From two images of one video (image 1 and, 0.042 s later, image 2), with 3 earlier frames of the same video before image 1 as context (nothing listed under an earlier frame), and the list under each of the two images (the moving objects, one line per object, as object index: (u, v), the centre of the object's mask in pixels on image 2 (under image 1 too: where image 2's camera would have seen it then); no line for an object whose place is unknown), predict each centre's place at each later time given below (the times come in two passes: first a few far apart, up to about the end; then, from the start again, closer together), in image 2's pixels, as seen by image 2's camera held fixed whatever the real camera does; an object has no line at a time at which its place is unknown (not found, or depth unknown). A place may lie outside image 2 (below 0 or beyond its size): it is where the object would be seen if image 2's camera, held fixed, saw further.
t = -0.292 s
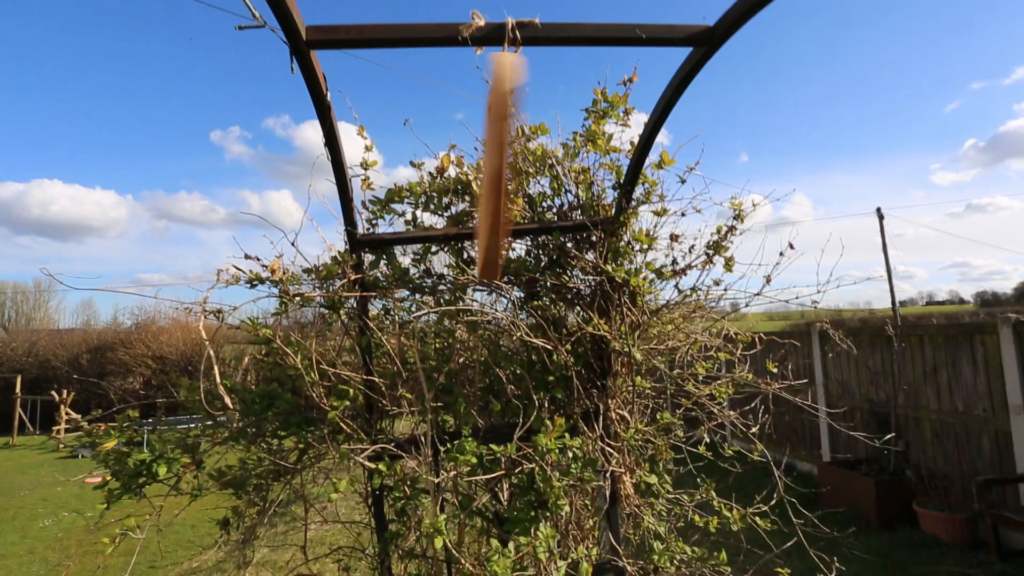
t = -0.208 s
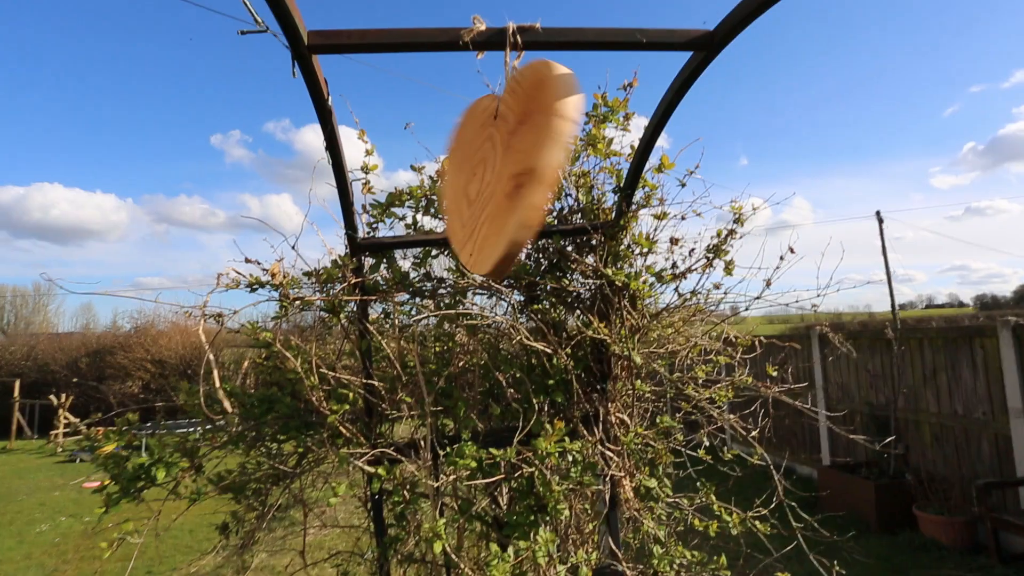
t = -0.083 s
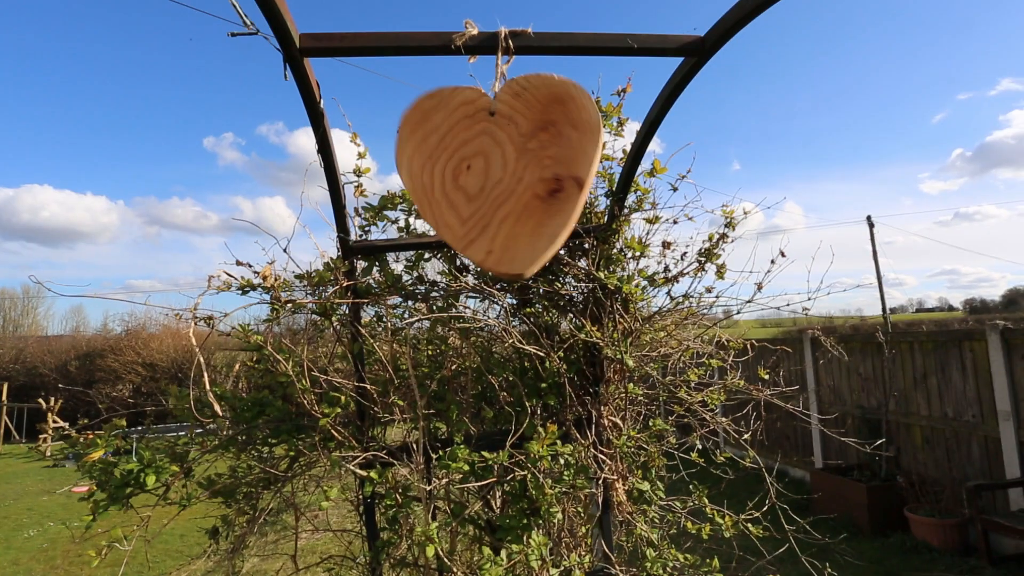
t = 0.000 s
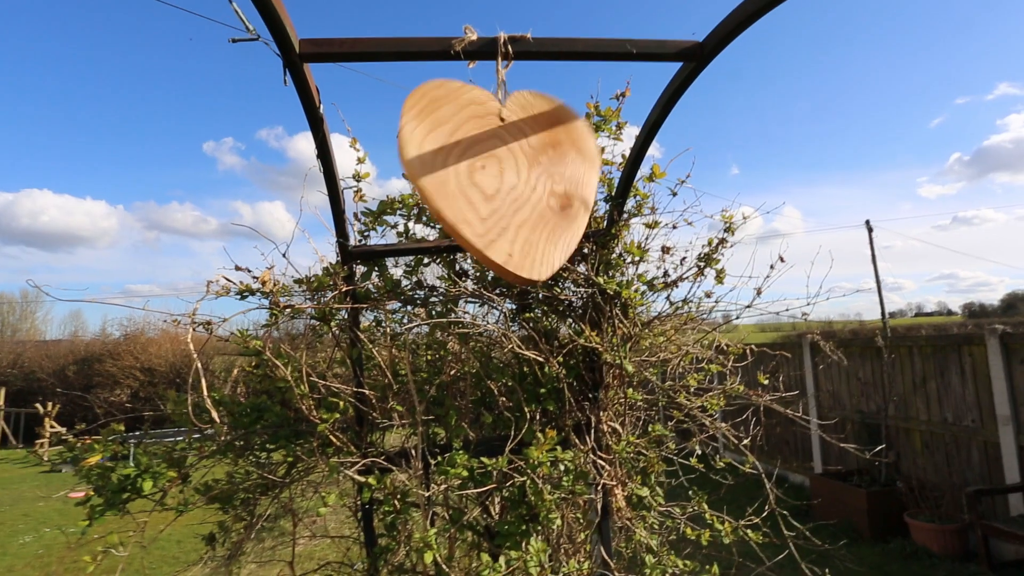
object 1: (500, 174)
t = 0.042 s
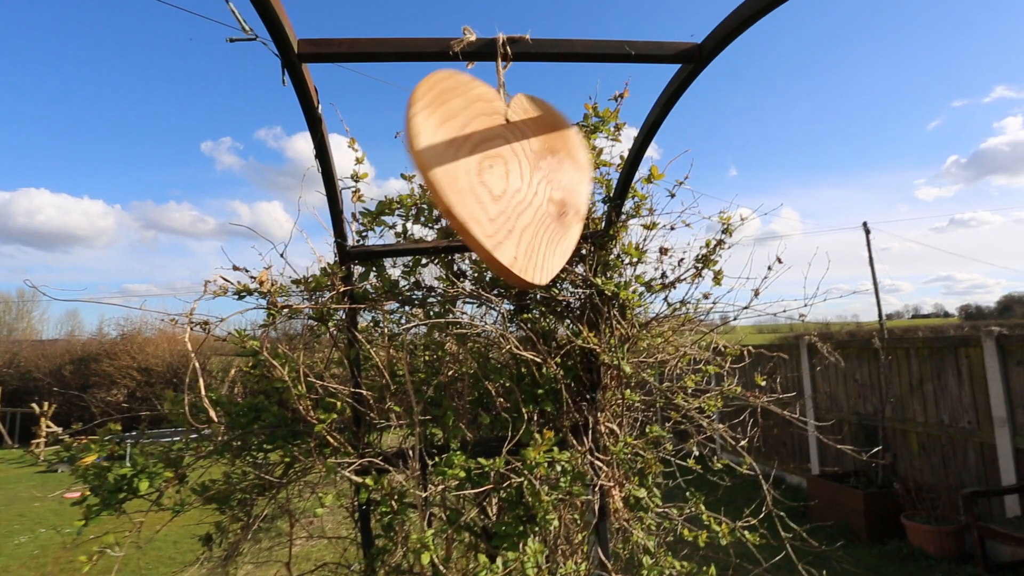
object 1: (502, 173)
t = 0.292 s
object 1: (510, 176)
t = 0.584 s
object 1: (483, 178)
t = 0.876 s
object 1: (512, 172)
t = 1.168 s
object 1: (498, 182)
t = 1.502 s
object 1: (484, 170)
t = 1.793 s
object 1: (510, 173)
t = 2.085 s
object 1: (499, 175)
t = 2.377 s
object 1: (508, 172)
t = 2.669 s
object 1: (515, 176)
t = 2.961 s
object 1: (497, 176)
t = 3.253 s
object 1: (510, 170)
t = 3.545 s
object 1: (512, 171)
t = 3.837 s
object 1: (477, 173)
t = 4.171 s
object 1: (499, 177)
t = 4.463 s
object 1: (513, 180)
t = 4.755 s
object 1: (485, 178)
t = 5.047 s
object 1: (495, 178)
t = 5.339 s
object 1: (513, 179)
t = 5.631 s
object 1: (485, 175)
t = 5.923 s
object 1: (494, 179)
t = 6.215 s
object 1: (517, 179)
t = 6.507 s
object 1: (479, 180)
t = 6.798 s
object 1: (501, 181)
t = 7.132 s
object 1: (503, 179)
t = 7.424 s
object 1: (490, 184)
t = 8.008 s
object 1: (503, 183)
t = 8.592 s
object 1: (486, 180)
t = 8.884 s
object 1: (513, 182)
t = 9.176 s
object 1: (487, 182)
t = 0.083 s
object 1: (503, 172)
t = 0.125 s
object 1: (504, 173)
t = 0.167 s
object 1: (506, 174)
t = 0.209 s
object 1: (508, 178)
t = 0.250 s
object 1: (510, 174)
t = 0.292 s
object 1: (510, 176)
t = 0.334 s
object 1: (509, 177)
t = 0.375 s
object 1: (504, 179)
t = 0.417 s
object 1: (499, 179)
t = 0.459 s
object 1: (493, 179)
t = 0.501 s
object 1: (487, 179)
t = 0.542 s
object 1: (485, 179)
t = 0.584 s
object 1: (483, 178)
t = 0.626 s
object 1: (482, 177)
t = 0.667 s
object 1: (484, 175)
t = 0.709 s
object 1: (488, 173)
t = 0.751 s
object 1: (493, 171)
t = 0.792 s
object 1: (498, 170)
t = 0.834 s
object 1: (506, 172)
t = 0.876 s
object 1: (512, 172)
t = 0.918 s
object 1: (516, 174)
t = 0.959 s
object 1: (518, 176)
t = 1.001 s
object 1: (517, 178)
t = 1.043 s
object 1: (514, 180)
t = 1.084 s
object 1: (510, 181)
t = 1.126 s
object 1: (505, 182)
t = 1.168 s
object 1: (498, 182)
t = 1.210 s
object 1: (492, 181)
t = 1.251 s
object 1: (488, 180)
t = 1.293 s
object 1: (484, 179)
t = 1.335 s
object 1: (481, 178)
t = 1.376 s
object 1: (479, 176)
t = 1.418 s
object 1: (480, 174)
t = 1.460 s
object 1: (481, 172)
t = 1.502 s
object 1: (484, 170)
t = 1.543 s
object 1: (488, 168)
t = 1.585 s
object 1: (493, 168)
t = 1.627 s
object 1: (497, 167)
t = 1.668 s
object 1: (501, 168)
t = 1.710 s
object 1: (504, 169)
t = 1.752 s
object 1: (509, 172)
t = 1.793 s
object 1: (510, 173)
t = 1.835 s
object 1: (510, 173)
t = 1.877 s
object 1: (510, 174)
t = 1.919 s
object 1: (508, 175)
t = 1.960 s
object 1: (506, 175)
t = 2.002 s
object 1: (503, 175)
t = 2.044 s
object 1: (501, 175)
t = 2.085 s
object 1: (499, 175)
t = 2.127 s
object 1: (498, 175)
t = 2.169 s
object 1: (498, 175)
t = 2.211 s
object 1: (498, 174)
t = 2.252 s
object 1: (500, 173)
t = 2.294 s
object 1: (502, 173)
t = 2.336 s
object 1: (505, 172)
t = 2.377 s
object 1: (508, 172)
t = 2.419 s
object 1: (511, 172)
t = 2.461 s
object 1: (514, 173)
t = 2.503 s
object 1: (515, 173)
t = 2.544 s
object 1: (516, 174)
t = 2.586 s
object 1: (517, 174)
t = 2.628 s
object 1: (516, 175)
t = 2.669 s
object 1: (515, 176)
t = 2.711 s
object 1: (512, 177)
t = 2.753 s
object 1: (510, 177)
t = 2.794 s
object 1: (507, 177)
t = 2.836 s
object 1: (504, 177)
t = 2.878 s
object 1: (501, 177)
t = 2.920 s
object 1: (498, 177)
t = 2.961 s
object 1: (497, 176)
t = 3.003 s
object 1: (495, 175)
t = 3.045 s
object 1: (496, 175)
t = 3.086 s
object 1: (497, 173)
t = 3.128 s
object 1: (499, 173)
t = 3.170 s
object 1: (502, 172)
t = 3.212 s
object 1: (506, 171)
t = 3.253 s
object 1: (510, 170)
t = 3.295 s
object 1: (514, 170)
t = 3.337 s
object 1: (517, 170)
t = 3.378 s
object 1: (519, 169)
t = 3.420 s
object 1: (519, 169)
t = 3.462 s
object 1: (518, 169)
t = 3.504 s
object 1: (516, 170)
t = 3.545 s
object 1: (512, 171)
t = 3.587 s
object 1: (507, 172)
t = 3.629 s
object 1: (500, 172)
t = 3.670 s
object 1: (494, 173)
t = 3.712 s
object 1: (488, 174)
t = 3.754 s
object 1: (483, 173)
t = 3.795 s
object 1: (479, 173)
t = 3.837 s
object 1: (477, 173)
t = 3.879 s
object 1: (476, 173)
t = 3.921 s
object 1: (477, 174)
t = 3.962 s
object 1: (479, 174)
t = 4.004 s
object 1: (483, 174)
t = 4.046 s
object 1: (487, 175)
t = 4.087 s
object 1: (491, 176)
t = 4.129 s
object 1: (495, 177)
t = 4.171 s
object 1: (499, 177)
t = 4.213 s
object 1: (503, 178)
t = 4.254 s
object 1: (506, 178)
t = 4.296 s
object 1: (509, 179)
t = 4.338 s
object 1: (511, 179)
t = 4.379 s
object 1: (513, 179)
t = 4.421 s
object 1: (513, 180)
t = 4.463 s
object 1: (513, 180)
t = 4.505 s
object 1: (511, 179)
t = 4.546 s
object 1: (508, 179)
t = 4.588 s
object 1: (504, 178)
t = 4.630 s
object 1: (499, 177)
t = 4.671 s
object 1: (494, 175)
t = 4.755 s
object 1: (485, 178)
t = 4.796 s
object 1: (483, 177)
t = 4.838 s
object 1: (482, 176)
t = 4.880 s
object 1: (483, 176)
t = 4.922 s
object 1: (485, 176)
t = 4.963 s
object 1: (488, 176)
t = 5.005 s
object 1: (491, 177)
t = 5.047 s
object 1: (495, 178)
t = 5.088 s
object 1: (499, 179)
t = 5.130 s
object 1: (502, 179)
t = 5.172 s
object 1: (506, 179)
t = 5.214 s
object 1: (509, 179)
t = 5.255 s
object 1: (510, 179)
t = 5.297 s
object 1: (512, 179)
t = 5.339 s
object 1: (513, 179)
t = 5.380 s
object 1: (513, 178)
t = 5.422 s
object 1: (511, 177)
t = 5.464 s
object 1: (507, 176)
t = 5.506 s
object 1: (502, 174)
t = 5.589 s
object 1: (492, 172)
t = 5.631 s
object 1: (485, 175)
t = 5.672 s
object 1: (482, 174)
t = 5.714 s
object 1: (480, 174)
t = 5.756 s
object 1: (480, 175)
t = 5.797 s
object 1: (482, 177)
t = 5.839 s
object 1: (485, 178)
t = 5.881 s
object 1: (489, 178)
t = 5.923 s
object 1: (494, 179)
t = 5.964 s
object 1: (499, 180)
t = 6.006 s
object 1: (504, 181)
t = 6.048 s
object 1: (508, 181)
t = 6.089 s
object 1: (512, 181)
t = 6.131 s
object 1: (516, 181)
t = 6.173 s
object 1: (518, 180)
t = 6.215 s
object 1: (517, 179)
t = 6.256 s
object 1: (514, 179)
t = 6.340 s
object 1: (501, 177)
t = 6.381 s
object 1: (495, 184)
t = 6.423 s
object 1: (488, 180)
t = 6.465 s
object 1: (482, 180)
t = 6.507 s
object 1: (479, 180)
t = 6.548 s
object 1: (478, 180)
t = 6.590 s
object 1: (479, 181)
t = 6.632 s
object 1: (482, 181)
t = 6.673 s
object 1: (486, 181)
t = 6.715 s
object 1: (490, 181)
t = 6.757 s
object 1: (496, 181)
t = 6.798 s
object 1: (501, 181)
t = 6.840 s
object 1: (506, 180)
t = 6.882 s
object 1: (511, 178)
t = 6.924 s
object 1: (514, 177)
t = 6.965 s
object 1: (516, 175)
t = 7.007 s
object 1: (515, 174)
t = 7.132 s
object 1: (503, 179)
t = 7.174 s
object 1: (497, 180)
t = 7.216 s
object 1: (493, 181)
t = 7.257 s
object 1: (490, 182)
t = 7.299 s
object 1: (489, 183)
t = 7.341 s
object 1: (489, 183)
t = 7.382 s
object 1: (490, 183)
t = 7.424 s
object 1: (490, 184)
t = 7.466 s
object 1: (492, 184)
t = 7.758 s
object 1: (496, 184)
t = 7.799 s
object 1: (496, 183)
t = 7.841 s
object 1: (497, 182)
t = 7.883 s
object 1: (498, 183)
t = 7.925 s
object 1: (499, 183)
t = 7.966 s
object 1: (501, 183)
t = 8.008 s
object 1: (503, 183)
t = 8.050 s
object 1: (505, 182)
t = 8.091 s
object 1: (506, 182)
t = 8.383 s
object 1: (489, 179)
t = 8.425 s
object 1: (486, 178)
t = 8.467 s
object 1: (484, 178)
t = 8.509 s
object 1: (483, 178)
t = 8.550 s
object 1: (484, 179)
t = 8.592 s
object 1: (486, 180)
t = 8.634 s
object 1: (490, 181)
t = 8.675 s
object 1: (494, 182)
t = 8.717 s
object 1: (499, 182)
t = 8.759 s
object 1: (503, 182)
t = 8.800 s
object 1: (507, 182)
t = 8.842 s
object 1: (511, 182)
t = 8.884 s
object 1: (513, 182)
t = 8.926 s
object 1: (514, 181)
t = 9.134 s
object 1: (492, 184)
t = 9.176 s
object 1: (487, 182)
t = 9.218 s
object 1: (482, 181)
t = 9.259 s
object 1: (480, 181)
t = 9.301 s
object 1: (479, 181)
